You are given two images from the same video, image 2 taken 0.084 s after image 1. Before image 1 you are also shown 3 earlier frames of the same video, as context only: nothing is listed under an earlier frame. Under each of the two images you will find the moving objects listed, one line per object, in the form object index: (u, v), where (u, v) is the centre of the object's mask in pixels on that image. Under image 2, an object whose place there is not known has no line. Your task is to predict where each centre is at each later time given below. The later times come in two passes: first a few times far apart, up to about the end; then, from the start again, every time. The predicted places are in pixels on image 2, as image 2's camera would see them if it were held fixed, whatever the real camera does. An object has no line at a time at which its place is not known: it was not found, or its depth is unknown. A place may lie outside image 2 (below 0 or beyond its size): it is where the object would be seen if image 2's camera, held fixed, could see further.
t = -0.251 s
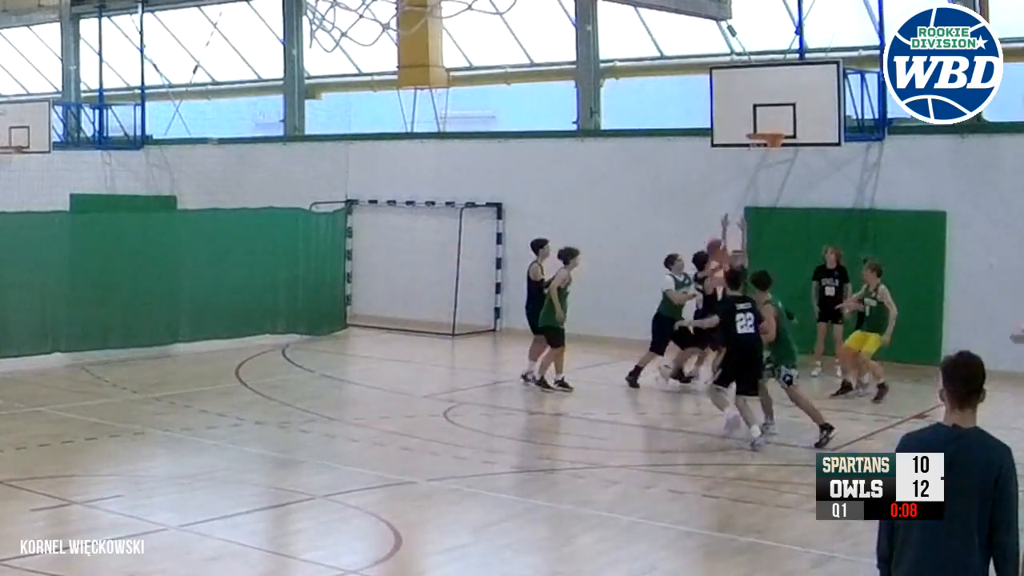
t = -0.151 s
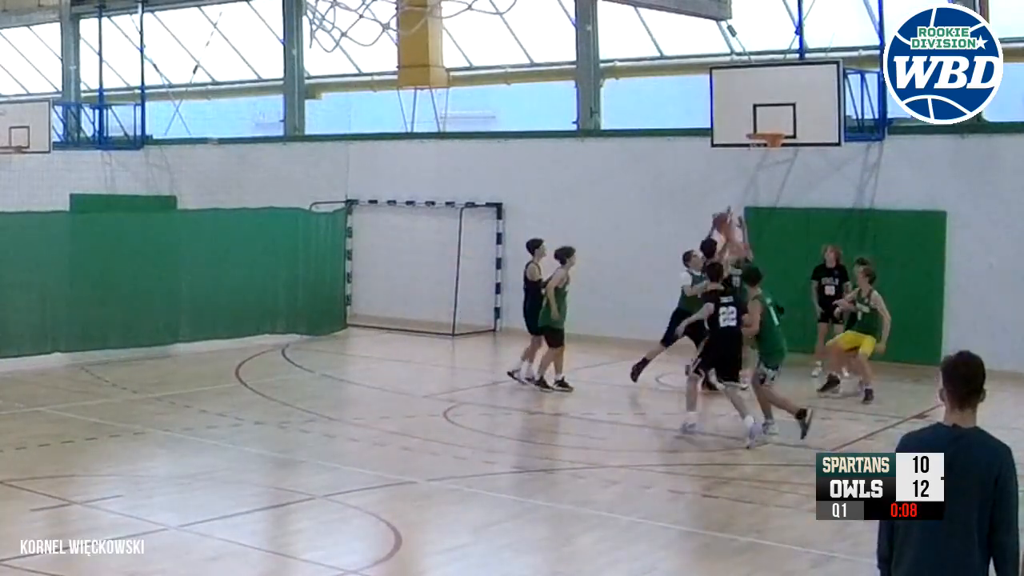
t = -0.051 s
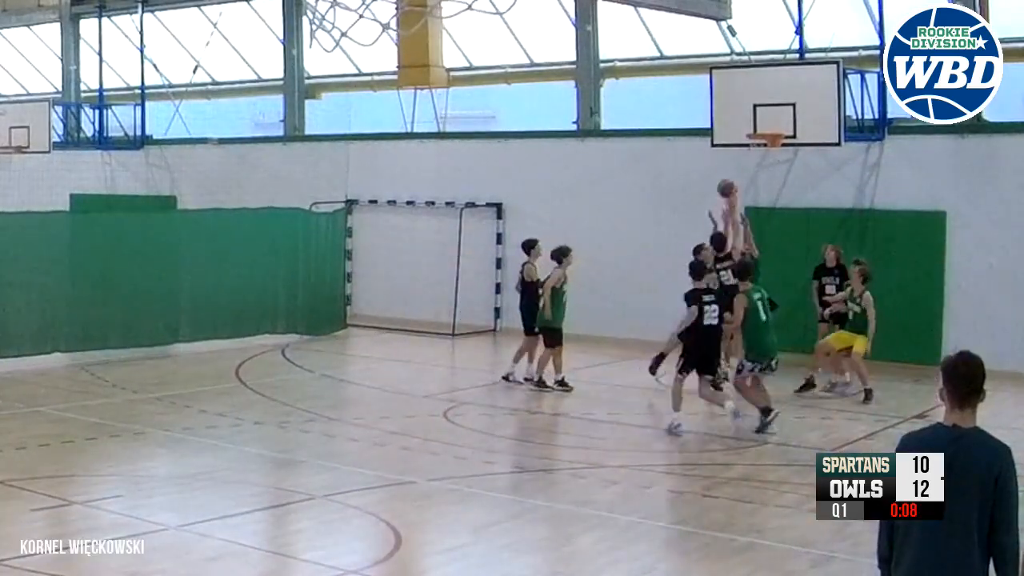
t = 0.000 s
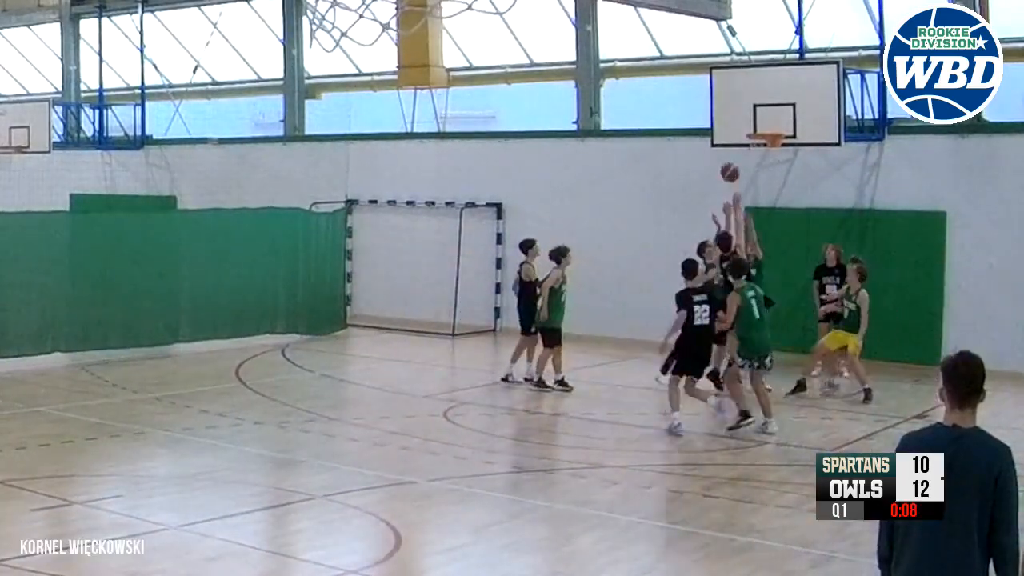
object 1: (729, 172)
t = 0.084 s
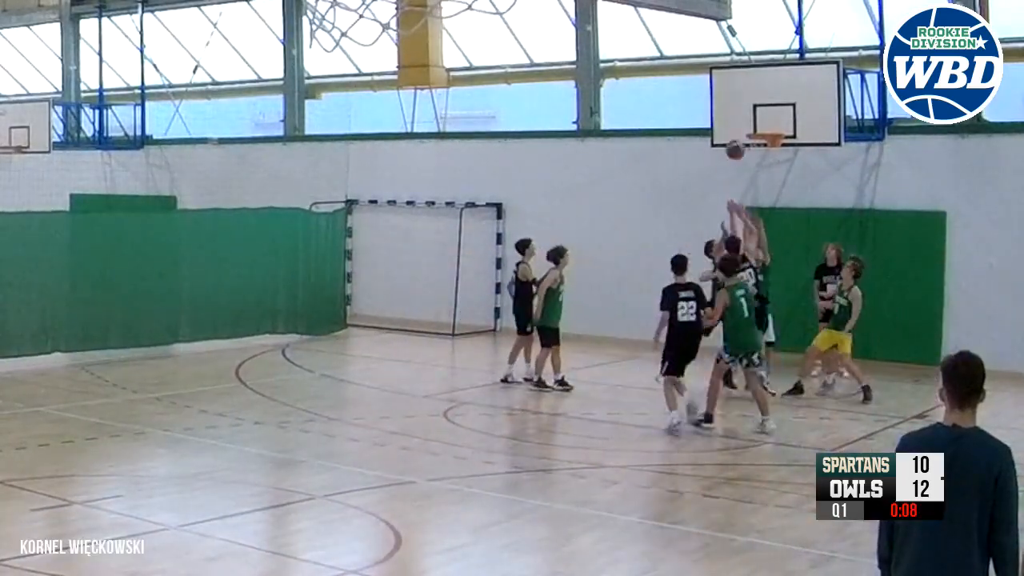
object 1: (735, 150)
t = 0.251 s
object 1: (745, 123)
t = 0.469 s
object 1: (757, 122)
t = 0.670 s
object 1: (762, 117)
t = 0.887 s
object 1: (761, 136)
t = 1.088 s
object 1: (763, 174)
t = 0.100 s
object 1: (735, 146)
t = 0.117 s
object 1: (736, 142)
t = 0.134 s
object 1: (737, 139)
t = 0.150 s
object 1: (739, 137)
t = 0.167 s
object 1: (740, 134)
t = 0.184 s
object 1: (741, 131)
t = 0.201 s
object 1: (742, 128)
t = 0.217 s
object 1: (743, 126)
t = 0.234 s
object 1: (744, 125)
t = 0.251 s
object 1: (745, 123)
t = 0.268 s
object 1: (746, 121)
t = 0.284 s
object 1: (747, 120)
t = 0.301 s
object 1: (748, 119)
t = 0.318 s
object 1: (749, 118)
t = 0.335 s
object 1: (750, 118)
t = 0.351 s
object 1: (751, 117)
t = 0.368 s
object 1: (751, 118)
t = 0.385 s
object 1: (752, 118)
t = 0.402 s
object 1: (753, 118)
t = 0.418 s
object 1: (754, 119)
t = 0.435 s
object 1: (755, 119)
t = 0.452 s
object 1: (756, 121)
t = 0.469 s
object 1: (757, 122)
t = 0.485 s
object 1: (758, 123)
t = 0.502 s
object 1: (759, 124)
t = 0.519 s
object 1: (759, 123)
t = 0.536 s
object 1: (760, 122)
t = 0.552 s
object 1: (760, 122)
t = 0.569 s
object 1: (761, 121)
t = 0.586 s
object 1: (762, 120)
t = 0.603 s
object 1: (762, 119)
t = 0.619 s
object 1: (762, 118)
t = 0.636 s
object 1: (762, 117)
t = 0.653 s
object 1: (762, 117)
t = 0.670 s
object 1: (762, 117)
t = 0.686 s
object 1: (762, 117)
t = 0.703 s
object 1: (762, 117)
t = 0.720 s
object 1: (762, 118)
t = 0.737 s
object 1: (762, 119)
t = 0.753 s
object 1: (763, 119)
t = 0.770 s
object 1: (763, 121)
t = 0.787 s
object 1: (763, 123)
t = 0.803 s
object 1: (763, 124)
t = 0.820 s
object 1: (763, 125)
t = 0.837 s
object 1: (763, 127)
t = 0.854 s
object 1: (762, 128)
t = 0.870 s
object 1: (762, 132)
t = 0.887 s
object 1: (761, 136)
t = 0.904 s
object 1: (761, 139)
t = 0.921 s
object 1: (761, 143)
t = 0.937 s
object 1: (763, 147)
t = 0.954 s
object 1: (763, 149)
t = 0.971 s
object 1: (763, 152)
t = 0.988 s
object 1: (763, 154)
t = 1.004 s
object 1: (763, 158)
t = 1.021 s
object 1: (763, 161)
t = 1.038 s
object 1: (763, 164)
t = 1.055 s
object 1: (763, 167)
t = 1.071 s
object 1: (763, 170)
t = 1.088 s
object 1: (763, 174)
